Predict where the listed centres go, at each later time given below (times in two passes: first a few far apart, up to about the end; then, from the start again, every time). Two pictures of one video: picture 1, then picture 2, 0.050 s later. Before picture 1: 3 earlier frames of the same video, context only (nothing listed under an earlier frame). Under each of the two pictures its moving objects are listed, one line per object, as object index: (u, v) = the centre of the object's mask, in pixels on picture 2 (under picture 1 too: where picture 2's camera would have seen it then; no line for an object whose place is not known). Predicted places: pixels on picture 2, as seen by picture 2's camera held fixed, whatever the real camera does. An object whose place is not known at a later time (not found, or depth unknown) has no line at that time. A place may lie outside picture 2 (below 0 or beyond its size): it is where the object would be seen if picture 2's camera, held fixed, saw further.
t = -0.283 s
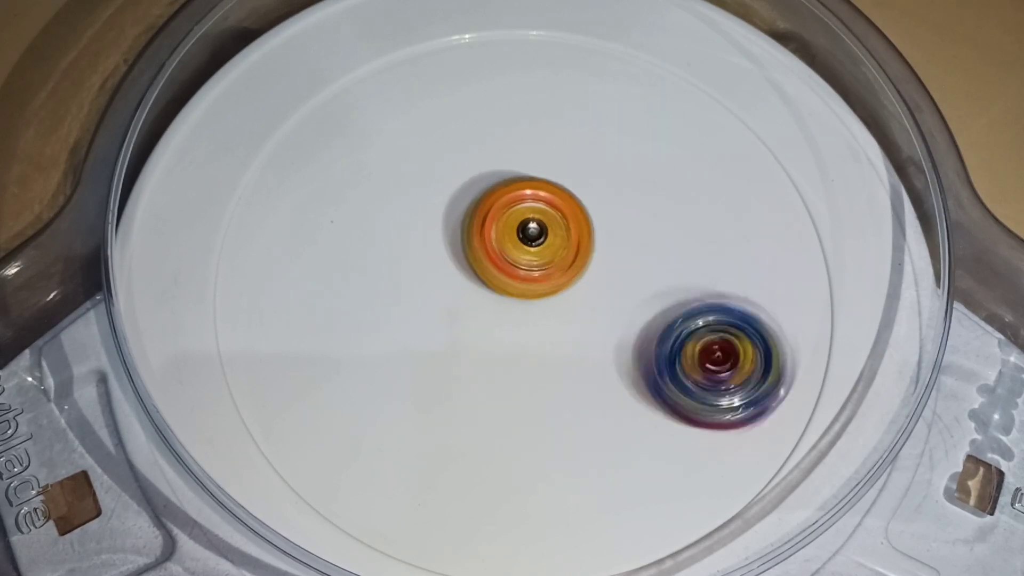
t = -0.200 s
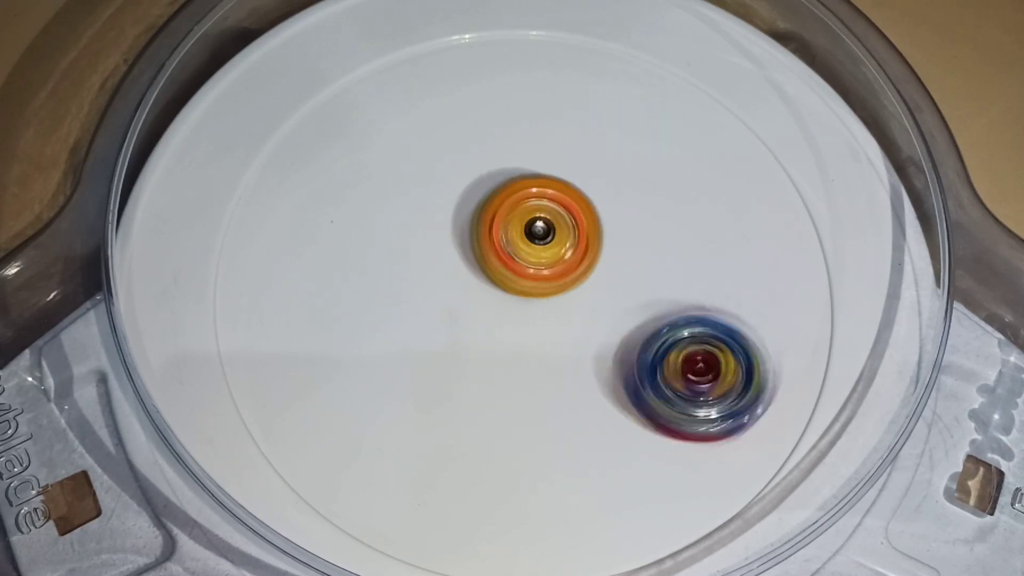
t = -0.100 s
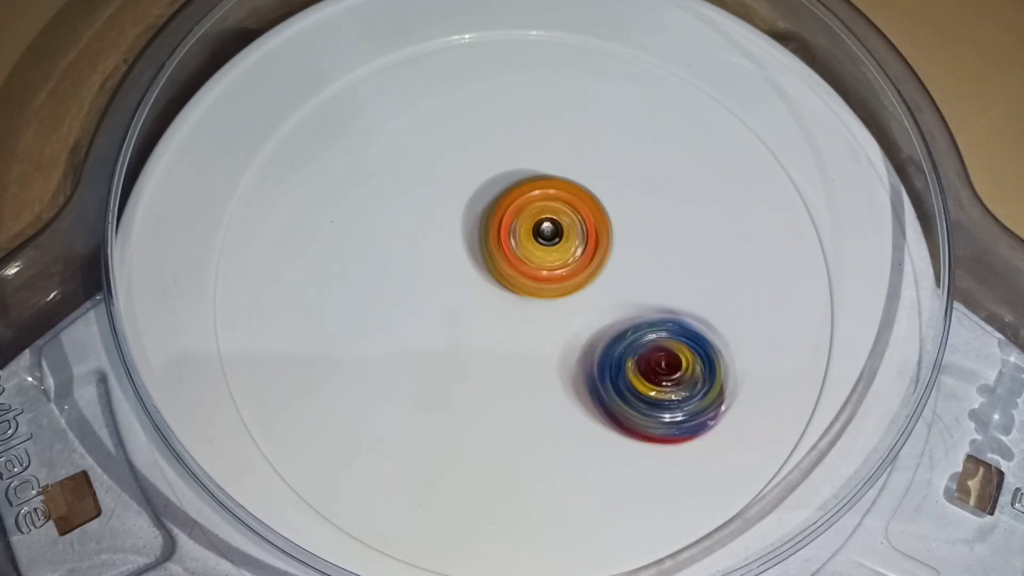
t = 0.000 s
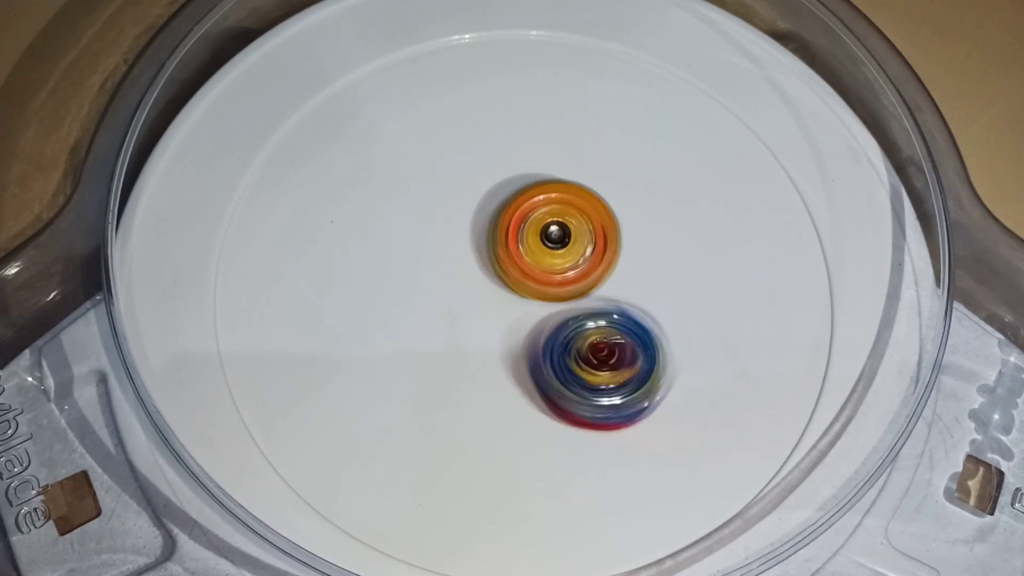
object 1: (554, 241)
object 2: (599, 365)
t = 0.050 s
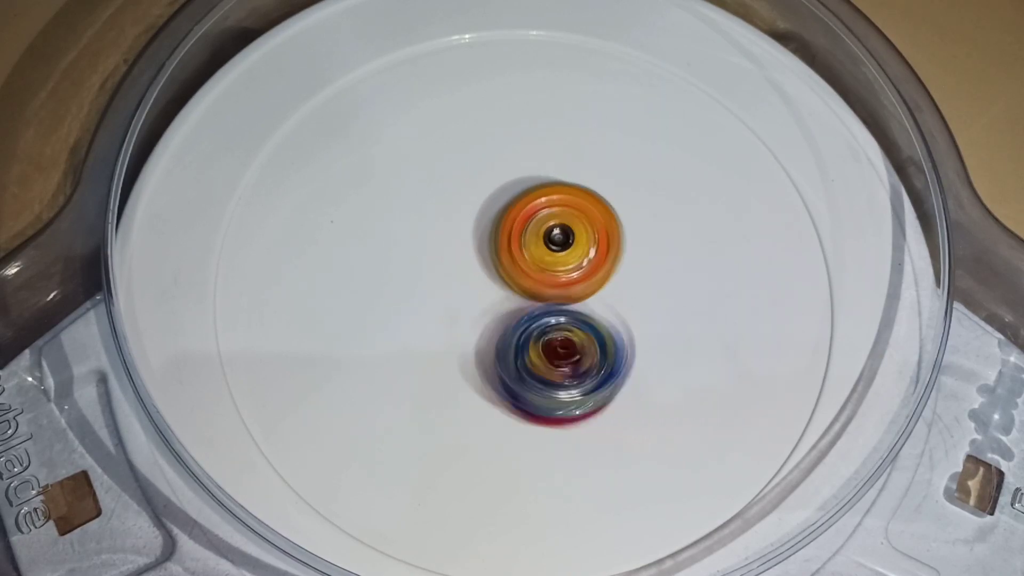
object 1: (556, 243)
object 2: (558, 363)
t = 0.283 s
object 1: (570, 229)
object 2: (384, 408)
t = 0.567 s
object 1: (566, 246)
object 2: (425, 349)
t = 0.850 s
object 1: (576, 267)
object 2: (373, 184)
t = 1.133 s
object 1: (546, 276)
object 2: (373, 166)
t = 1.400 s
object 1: (568, 333)
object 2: (476, 122)
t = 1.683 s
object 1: (557, 325)
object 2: (535, 155)
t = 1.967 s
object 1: (530, 308)
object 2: (662, 211)
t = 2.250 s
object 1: (495, 276)
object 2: (657, 241)
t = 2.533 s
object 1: (384, 250)
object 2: (711, 294)
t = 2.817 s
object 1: (447, 243)
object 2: (588, 298)
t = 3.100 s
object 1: (458, 212)
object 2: (600, 326)
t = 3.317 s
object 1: (474, 250)
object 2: (594, 305)
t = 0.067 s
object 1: (560, 241)
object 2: (539, 365)
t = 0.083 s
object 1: (560, 236)
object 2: (525, 368)
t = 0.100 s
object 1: (563, 232)
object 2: (510, 371)
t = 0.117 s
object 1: (562, 229)
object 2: (495, 375)
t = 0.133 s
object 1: (564, 228)
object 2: (483, 378)
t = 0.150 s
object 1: (564, 227)
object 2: (468, 381)
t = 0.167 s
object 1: (567, 227)
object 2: (453, 383)
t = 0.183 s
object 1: (566, 226)
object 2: (441, 386)
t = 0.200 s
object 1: (569, 227)
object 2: (430, 389)
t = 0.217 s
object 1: (568, 227)
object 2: (420, 393)
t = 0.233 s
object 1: (570, 228)
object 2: (410, 396)
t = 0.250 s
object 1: (570, 228)
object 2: (401, 399)
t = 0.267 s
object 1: (571, 229)
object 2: (393, 403)
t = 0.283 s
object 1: (570, 229)
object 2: (384, 408)
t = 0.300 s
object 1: (571, 230)
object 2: (379, 412)
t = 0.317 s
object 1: (570, 231)
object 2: (370, 415)
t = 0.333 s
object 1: (572, 232)
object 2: (369, 418)
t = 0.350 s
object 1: (571, 232)
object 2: (367, 417)
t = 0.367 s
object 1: (572, 233)
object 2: (369, 419)
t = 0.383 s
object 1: (571, 234)
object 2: (368, 417)
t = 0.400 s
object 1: (572, 235)
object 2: (376, 417)
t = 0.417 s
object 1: (571, 236)
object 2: (379, 416)
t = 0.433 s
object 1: (572, 237)
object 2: (382, 412)
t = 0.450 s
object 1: (571, 238)
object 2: (388, 409)
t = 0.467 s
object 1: (571, 239)
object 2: (390, 404)
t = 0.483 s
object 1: (569, 240)
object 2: (398, 397)
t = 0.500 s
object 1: (570, 241)
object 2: (402, 390)
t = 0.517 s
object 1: (568, 242)
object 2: (408, 381)
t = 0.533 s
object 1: (568, 243)
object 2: (415, 371)
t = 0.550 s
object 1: (566, 245)
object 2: (420, 361)
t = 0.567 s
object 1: (566, 246)
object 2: (425, 349)
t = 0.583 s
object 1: (564, 247)
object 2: (428, 337)
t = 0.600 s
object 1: (563, 248)
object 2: (433, 326)
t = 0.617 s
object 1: (561, 250)
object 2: (437, 313)
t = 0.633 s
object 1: (564, 251)
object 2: (437, 302)
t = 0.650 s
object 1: (568, 252)
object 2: (430, 291)
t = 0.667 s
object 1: (575, 253)
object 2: (424, 278)
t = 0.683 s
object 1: (577, 256)
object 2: (419, 268)
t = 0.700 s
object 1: (580, 256)
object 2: (413, 257)
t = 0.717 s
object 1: (580, 259)
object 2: (408, 247)
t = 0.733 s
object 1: (581, 259)
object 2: (403, 238)
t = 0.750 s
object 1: (580, 262)
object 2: (398, 229)
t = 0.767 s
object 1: (580, 262)
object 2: (394, 220)
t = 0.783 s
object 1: (579, 264)
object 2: (389, 213)
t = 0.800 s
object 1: (578, 264)
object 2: (385, 205)
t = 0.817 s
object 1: (578, 265)
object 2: (381, 198)
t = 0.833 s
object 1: (577, 266)
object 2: (377, 191)
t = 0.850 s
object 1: (576, 267)
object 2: (373, 184)
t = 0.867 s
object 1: (574, 269)
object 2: (370, 178)
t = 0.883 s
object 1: (574, 269)
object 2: (366, 172)
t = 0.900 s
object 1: (572, 270)
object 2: (363, 166)
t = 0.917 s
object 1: (571, 271)
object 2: (361, 161)
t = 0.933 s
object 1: (569, 273)
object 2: (357, 156)
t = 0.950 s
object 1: (568, 272)
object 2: (354, 152)
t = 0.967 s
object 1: (566, 274)
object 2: (352, 148)
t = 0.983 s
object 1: (565, 274)
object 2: (350, 146)
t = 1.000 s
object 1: (563, 275)
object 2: (348, 145)
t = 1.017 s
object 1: (561, 275)
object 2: (348, 144)
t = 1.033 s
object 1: (560, 276)
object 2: (350, 146)
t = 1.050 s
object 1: (557, 276)
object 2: (349, 148)
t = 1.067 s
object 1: (555, 276)
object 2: (354, 150)
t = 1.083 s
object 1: (552, 277)
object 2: (356, 153)
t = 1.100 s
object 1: (551, 276)
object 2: (360, 157)
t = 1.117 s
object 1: (547, 277)
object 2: (363, 161)
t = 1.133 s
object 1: (546, 276)
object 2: (373, 166)
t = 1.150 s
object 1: (544, 277)
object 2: (380, 172)
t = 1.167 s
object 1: (543, 276)
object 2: (393, 178)
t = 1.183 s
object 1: (540, 276)
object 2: (403, 181)
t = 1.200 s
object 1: (538, 275)
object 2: (413, 186)
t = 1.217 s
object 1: (536, 275)
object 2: (426, 189)
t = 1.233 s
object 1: (535, 277)
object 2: (437, 190)
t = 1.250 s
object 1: (541, 288)
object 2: (440, 180)
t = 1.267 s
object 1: (551, 300)
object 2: (441, 171)
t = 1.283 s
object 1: (557, 309)
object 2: (451, 165)
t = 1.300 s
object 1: (562, 317)
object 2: (452, 158)
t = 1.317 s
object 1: (566, 323)
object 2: (455, 151)
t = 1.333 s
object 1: (568, 328)
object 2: (462, 145)
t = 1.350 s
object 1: (569, 331)
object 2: (465, 138)
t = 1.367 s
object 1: (569, 333)
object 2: (468, 131)
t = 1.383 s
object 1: (568, 333)
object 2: (471, 126)
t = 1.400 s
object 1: (568, 333)
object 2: (476, 122)
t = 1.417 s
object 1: (569, 333)
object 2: (484, 121)
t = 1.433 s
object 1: (570, 334)
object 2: (486, 118)
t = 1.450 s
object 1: (569, 334)
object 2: (487, 114)
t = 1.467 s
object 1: (569, 334)
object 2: (492, 113)
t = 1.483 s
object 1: (568, 334)
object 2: (492, 111)
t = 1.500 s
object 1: (568, 334)
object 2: (494, 111)
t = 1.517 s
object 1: (567, 334)
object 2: (498, 113)
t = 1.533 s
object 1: (566, 333)
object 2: (501, 116)
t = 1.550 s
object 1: (566, 333)
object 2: (503, 118)
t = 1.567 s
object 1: (565, 332)
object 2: (507, 120)
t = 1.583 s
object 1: (564, 332)
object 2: (509, 123)
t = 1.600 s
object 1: (562, 330)
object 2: (511, 127)
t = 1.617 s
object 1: (561, 330)
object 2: (514, 132)
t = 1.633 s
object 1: (560, 329)
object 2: (521, 139)
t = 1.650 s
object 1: (559, 327)
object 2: (526, 145)
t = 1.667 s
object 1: (558, 326)
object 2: (531, 150)
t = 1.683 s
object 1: (557, 325)
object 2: (535, 155)
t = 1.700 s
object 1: (556, 323)
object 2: (542, 163)
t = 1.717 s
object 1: (555, 322)
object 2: (547, 170)
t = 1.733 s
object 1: (553, 320)
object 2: (553, 178)
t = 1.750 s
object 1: (553, 319)
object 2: (563, 185)
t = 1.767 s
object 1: (552, 317)
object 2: (570, 191)
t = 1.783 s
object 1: (551, 315)
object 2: (574, 196)
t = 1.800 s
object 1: (549, 315)
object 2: (579, 200)
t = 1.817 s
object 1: (547, 316)
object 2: (591, 204)
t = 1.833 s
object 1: (542, 317)
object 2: (600, 206)
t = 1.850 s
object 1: (538, 317)
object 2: (611, 206)
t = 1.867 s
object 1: (536, 316)
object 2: (618, 205)
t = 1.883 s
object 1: (535, 315)
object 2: (626, 207)
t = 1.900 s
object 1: (534, 313)
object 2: (633, 209)
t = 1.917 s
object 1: (533, 312)
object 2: (641, 211)
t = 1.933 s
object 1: (532, 310)
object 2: (649, 210)
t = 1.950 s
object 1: (531, 309)
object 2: (658, 211)
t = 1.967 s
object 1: (530, 308)
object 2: (662, 211)
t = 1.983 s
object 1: (530, 306)
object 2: (667, 212)
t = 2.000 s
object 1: (529, 304)
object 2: (675, 211)
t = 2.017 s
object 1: (528, 302)
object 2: (677, 210)
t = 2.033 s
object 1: (528, 300)
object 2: (678, 210)
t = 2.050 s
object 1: (527, 299)
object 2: (678, 211)
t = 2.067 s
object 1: (527, 297)
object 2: (679, 212)
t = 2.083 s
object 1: (526, 295)
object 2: (682, 213)
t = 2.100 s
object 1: (526, 293)
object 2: (675, 213)
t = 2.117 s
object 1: (526, 291)
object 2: (670, 215)
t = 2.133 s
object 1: (526, 289)
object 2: (668, 217)
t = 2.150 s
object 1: (526, 288)
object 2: (665, 219)
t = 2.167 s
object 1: (526, 286)
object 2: (661, 222)
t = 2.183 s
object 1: (527, 284)
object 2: (652, 224)
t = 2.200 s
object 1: (527, 282)
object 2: (646, 229)
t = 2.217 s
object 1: (526, 281)
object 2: (645, 234)
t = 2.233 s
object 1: (516, 277)
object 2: (641, 236)
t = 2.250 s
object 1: (495, 276)
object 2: (657, 241)
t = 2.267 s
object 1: (470, 273)
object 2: (673, 242)
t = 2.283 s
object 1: (452, 272)
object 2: (687, 246)
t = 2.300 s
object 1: (435, 270)
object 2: (698, 252)
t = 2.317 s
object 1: (419, 268)
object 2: (706, 252)
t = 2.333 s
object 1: (407, 266)
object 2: (712, 257)
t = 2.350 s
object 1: (397, 264)
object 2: (721, 260)
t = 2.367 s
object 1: (388, 262)
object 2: (722, 262)
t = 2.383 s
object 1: (384, 259)
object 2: (727, 267)
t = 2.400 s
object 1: (381, 257)
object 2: (725, 267)
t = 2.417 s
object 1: (381, 256)
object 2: (726, 272)
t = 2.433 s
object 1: (380, 255)
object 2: (730, 273)
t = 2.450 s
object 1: (380, 254)
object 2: (728, 278)
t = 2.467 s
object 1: (380, 253)
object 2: (729, 282)
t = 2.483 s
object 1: (381, 252)
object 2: (723, 284)
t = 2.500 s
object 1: (381, 252)
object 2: (720, 288)
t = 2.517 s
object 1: (383, 251)
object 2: (718, 289)
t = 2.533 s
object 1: (384, 250)
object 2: (711, 294)
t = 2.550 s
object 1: (385, 249)
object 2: (708, 297)
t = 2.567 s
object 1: (388, 249)
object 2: (699, 300)
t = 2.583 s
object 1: (390, 249)
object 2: (692, 303)
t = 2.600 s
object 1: (391, 248)
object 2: (687, 305)
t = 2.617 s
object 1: (394, 248)
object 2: (678, 307)
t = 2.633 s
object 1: (397, 247)
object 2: (673, 309)
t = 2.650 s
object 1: (399, 246)
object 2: (662, 310)
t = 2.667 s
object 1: (403, 246)
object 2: (657, 311)
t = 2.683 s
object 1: (407, 245)
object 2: (647, 311)
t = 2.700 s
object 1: (411, 244)
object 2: (642, 311)
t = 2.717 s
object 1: (415, 243)
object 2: (633, 311)
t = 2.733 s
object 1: (420, 243)
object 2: (624, 310)
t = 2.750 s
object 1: (425, 243)
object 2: (617, 308)
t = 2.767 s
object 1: (430, 242)
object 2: (608, 305)
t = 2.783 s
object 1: (435, 242)
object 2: (603, 303)
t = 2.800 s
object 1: (441, 242)
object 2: (594, 300)
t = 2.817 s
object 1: (447, 243)
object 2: (588, 298)
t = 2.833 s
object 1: (454, 243)
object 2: (580, 295)
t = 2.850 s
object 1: (460, 244)
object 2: (575, 292)
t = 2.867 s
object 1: (458, 235)
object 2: (578, 296)
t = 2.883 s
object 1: (456, 227)
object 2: (589, 304)
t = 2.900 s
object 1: (451, 218)
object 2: (597, 312)
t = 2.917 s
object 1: (448, 211)
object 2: (602, 317)
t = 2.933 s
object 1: (448, 206)
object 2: (607, 323)
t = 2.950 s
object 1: (449, 203)
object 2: (609, 329)
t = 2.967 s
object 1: (450, 202)
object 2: (610, 331)
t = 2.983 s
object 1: (452, 202)
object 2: (608, 336)
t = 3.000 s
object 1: (454, 202)
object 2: (604, 334)
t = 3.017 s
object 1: (455, 204)
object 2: (602, 334)
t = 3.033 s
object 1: (456, 206)
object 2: (600, 332)
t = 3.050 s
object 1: (457, 207)
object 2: (601, 331)
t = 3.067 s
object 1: (457, 209)
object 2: (599, 330)
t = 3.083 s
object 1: (457, 211)
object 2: (601, 325)
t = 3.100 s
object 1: (458, 212)
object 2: (600, 326)
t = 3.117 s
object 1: (459, 214)
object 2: (601, 324)
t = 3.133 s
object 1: (460, 215)
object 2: (600, 324)
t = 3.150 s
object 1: (462, 217)
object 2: (602, 323)
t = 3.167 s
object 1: (463, 219)
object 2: (601, 321)
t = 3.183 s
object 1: (464, 222)
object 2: (601, 321)
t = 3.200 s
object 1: (466, 224)
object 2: (600, 319)
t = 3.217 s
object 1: (468, 227)
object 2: (601, 318)
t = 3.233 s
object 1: (468, 231)
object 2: (599, 316)
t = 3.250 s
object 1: (470, 234)
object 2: (598, 315)
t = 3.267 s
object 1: (472, 238)
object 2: (597, 313)
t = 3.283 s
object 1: (472, 242)
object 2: (595, 312)
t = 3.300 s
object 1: (473, 246)
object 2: (594, 308)
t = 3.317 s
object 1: (474, 250)
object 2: (594, 305)
